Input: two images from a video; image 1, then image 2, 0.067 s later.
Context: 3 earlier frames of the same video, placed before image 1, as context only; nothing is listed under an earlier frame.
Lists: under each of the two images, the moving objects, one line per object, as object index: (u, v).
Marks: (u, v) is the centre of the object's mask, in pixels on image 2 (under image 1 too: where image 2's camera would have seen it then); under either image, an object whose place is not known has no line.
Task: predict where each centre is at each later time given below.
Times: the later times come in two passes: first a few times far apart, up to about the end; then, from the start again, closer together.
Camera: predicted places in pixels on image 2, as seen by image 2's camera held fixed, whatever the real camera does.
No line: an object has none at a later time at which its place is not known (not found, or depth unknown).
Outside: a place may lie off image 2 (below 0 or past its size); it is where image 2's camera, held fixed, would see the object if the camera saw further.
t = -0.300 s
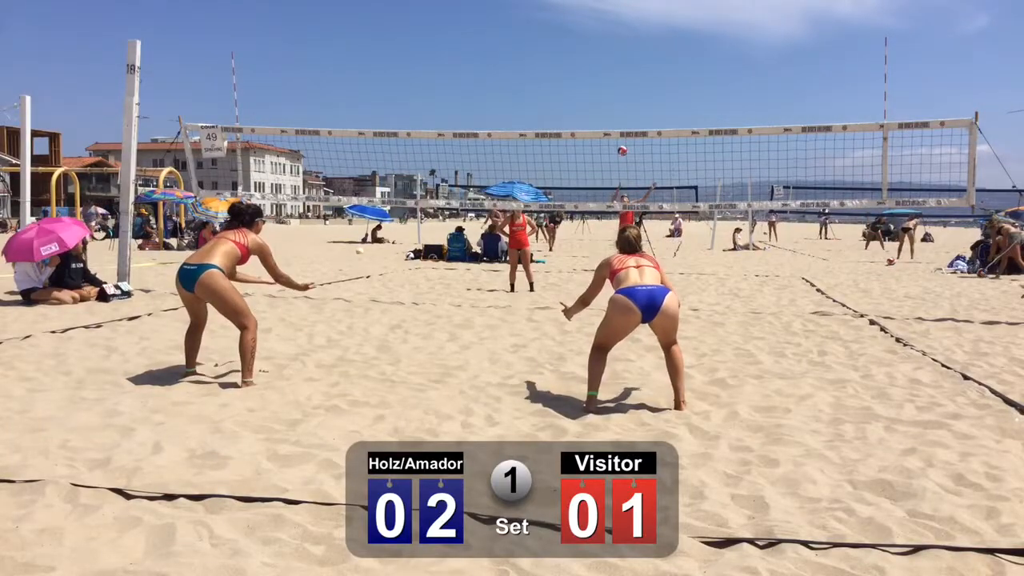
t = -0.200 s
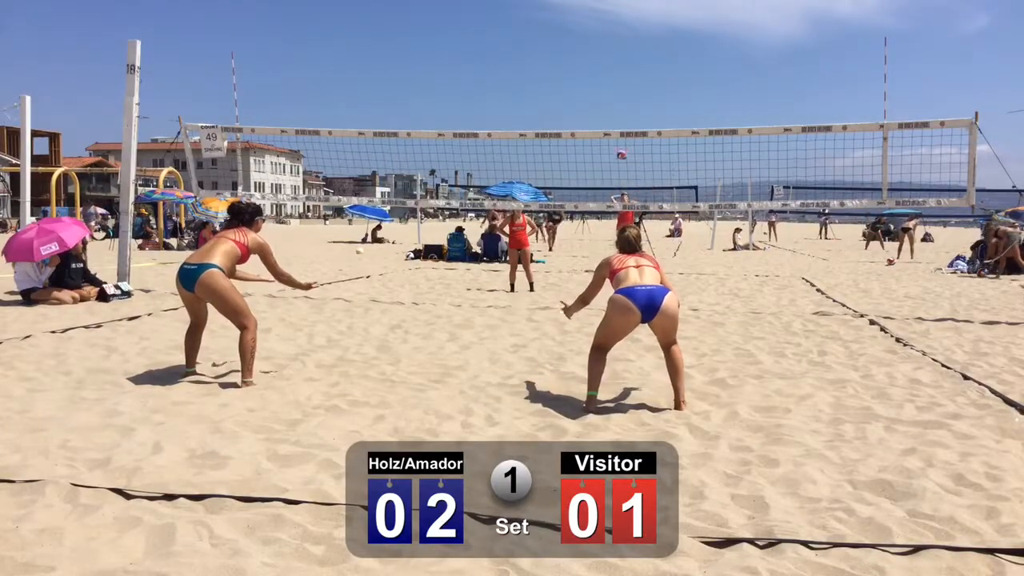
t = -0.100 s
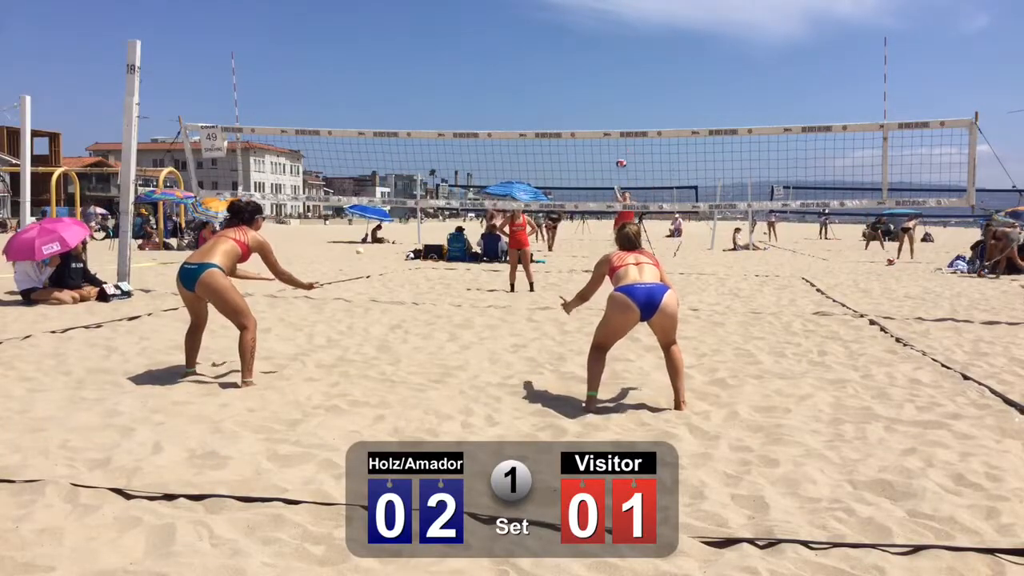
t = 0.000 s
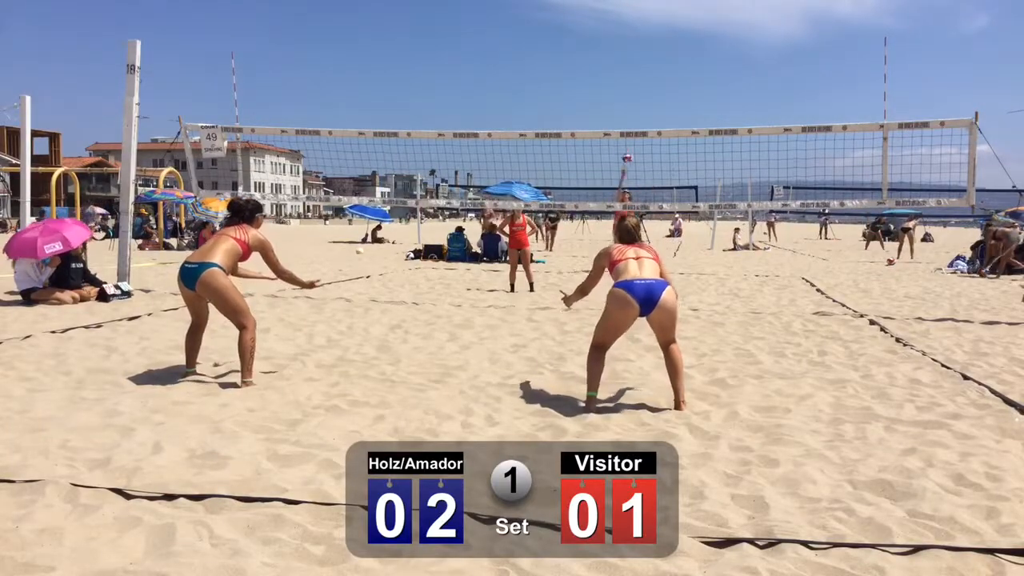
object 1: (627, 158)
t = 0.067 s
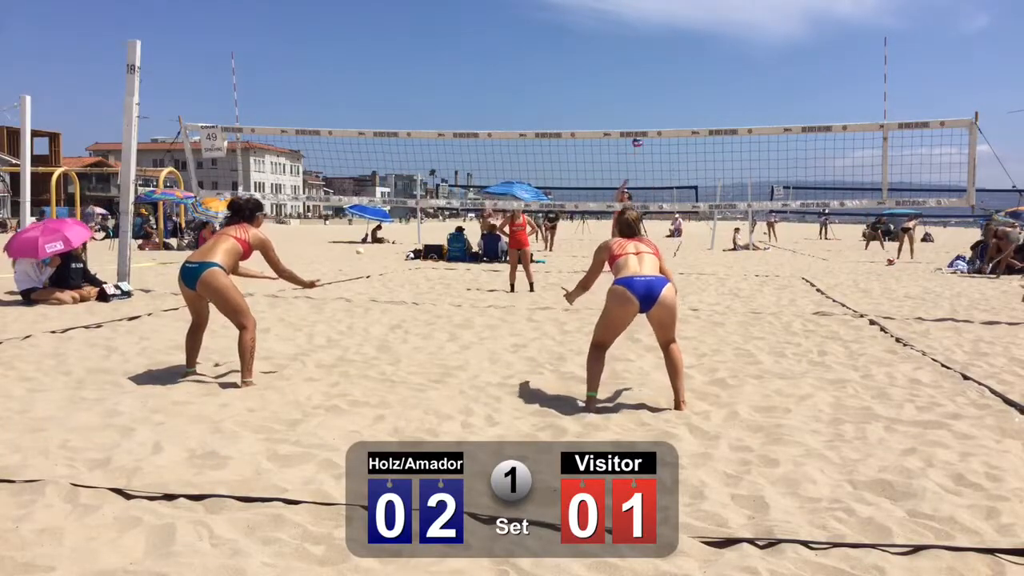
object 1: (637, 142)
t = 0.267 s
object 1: (673, 103)
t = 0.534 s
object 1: (740, 90)
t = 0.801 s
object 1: (821, 115)
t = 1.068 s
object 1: (870, 136)
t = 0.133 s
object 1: (648, 126)
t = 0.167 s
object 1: (653, 121)
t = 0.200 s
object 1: (660, 114)
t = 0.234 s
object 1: (666, 108)
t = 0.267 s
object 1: (673, 103)
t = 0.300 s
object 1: (681, 99)
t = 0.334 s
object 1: (688, 94)
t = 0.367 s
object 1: (697, 92)
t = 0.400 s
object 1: (704, 89)
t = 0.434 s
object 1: (713, 88)
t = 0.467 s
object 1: (722, 88)
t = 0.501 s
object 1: (730, 87)
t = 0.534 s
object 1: (740, 90)
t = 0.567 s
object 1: (751, 92)
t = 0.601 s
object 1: (762, 96)
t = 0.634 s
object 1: (773, 101)
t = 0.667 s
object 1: (785, 107)
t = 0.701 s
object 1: (799, 116)
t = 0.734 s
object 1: (809, 122)
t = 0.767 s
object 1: (815, 118)
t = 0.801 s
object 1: (821, 115)
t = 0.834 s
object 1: (828, 114)
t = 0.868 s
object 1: (834, 113)
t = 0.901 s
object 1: (840, 115)
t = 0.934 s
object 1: (847, 115)
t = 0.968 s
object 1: (853, 119)
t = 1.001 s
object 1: (859, 123)
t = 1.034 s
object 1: (864, 129)
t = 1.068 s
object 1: (870, 136)
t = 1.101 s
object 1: (875, 145)
